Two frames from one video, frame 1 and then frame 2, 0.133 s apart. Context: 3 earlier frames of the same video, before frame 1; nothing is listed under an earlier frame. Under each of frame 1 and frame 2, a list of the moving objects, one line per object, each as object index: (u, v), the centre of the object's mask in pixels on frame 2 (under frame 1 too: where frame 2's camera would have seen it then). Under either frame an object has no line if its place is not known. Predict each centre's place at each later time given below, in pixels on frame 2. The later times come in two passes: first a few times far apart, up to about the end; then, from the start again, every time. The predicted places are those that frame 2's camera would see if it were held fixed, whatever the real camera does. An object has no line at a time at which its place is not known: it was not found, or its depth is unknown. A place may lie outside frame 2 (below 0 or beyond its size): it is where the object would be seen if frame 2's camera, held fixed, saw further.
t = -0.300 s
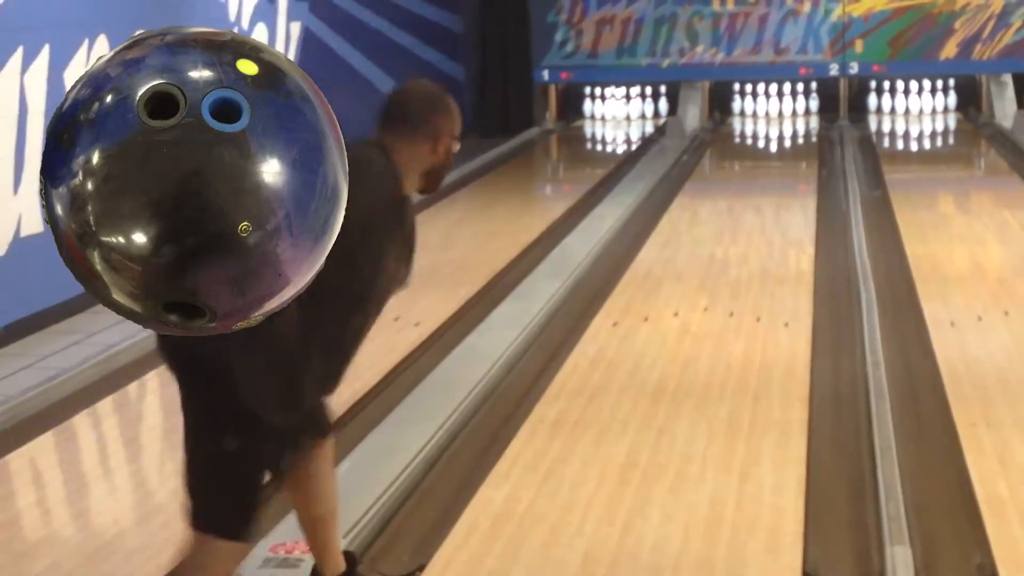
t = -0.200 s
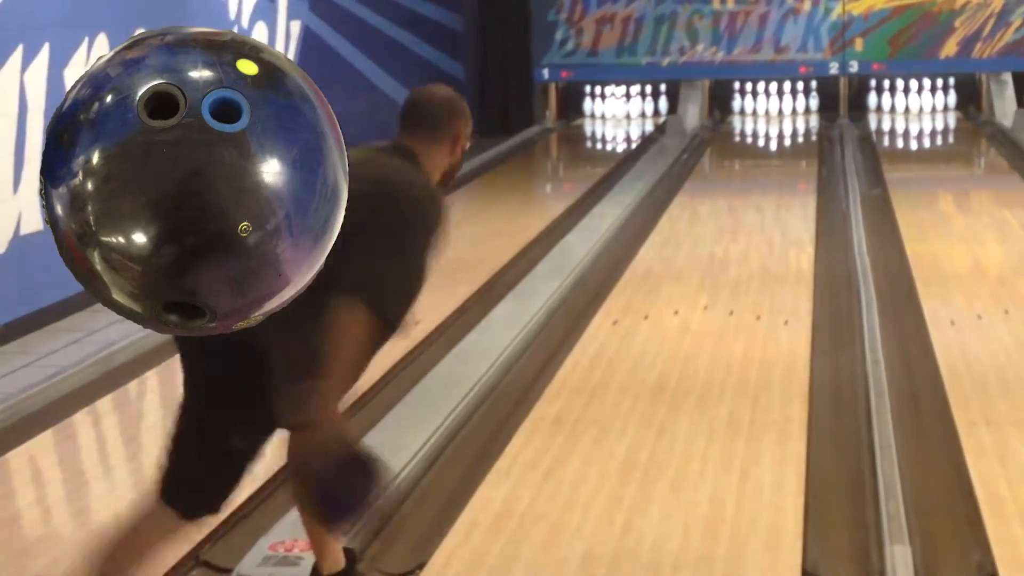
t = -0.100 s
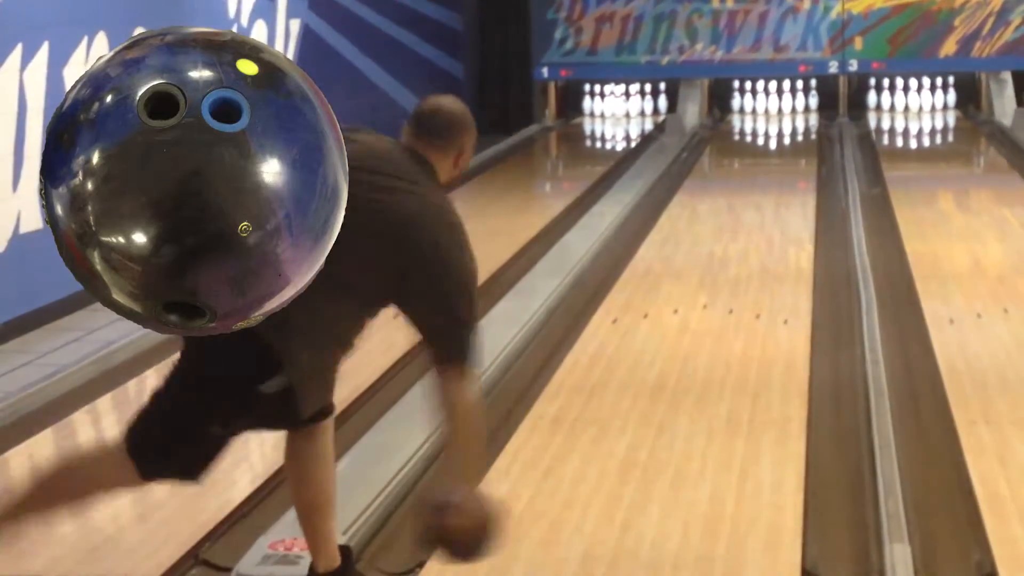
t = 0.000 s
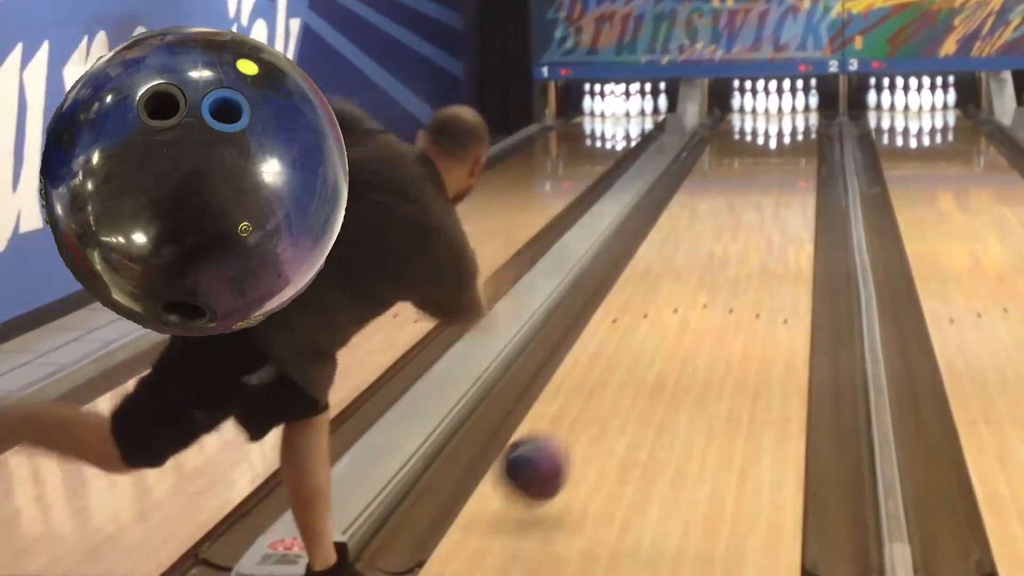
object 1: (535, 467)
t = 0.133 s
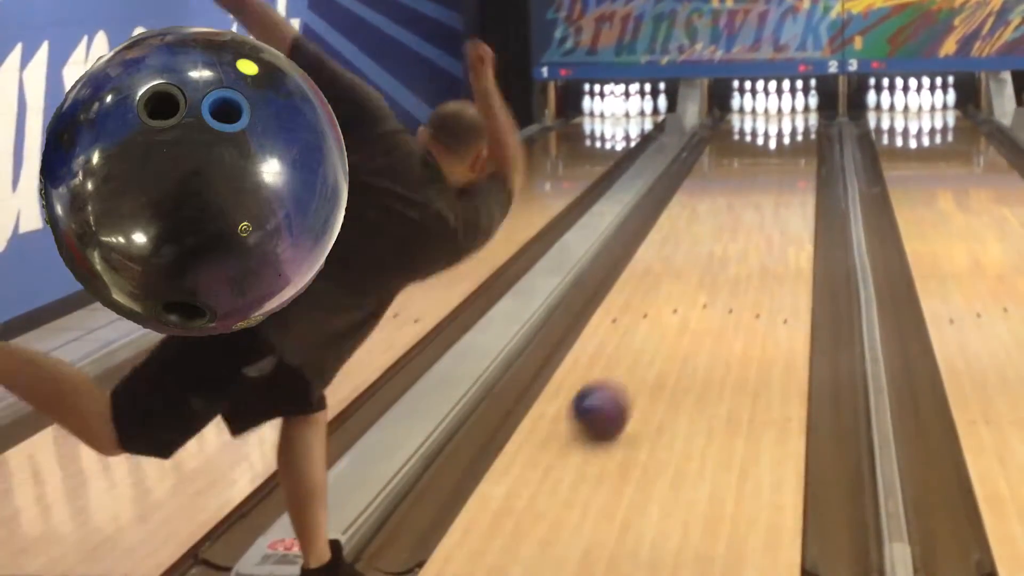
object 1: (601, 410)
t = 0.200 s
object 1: (626, 383)
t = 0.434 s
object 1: (694, 304)
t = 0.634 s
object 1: (731, 257)
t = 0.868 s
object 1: (763, 216)
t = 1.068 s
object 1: (782, 190)
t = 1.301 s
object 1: (797, 166)
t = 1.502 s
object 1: (804, 149)
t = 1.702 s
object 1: (805, 135)
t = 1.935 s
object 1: (799, 122)
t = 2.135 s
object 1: (788, 112)
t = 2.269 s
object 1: (784, 107)
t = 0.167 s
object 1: (614, 397)
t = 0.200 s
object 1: (626, 383)
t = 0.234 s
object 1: (639, 368)
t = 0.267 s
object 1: (649, 357)
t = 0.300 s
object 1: (659, 346)
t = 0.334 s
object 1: (668, 335)
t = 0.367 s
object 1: (678, 323)
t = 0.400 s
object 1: (686, 314)
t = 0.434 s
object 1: (694, 304)
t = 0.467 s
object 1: (701, 295)
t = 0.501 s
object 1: (708, 287)
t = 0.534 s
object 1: (714, 279)
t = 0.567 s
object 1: (721, 272)
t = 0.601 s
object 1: (726, 264)
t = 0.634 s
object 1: (731, 257)
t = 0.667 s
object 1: (737, 251)
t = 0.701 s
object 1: (742, 244)
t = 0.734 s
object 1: (747, 238)
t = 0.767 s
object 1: (751, 232)
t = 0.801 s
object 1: (755, 227)
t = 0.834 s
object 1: (759, 222)
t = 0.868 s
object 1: (763, 216)
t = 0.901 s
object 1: (766, 212)
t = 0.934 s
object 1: (770, 207)
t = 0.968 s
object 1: (773, 202)
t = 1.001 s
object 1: (776, 198)
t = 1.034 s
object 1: (779, 194)
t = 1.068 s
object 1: (782, 190)
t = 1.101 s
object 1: (784, 186)
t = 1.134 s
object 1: (787, 182)
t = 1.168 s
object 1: (789, 179)
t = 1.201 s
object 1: (791, 175)
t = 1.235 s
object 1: (793, 172)
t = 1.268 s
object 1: (795, 169)
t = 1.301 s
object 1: (797, 166)
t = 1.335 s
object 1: (799, 163)
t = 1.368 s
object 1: (800, 160)
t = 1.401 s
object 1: (801, 157)
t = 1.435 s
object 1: (802, 155)
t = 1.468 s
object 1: (803, 152)
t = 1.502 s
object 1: (804, 149)
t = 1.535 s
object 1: (805, 147)
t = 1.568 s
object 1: (805, 144)
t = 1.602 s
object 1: (806, 141)
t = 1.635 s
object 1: (806, 139)
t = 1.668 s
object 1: (806, 137)
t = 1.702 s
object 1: (805, 135)
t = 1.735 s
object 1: (805, 133)
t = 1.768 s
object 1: (805, 130)
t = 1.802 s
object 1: (804, 129)
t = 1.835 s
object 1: (803, 127)
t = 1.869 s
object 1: (802, 126)
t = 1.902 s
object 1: (800, 123)
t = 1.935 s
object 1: (799, 122)
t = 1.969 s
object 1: (798, 120)
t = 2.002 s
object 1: (797, 119)
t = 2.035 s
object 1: (794, 116)
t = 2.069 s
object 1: (792, 115)
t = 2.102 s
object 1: (790, 113)
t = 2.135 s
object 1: (788, 112)
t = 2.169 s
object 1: (787, 111)
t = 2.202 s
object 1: (786, 108)
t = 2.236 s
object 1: (785, 108)
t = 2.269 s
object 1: (784, 107)
